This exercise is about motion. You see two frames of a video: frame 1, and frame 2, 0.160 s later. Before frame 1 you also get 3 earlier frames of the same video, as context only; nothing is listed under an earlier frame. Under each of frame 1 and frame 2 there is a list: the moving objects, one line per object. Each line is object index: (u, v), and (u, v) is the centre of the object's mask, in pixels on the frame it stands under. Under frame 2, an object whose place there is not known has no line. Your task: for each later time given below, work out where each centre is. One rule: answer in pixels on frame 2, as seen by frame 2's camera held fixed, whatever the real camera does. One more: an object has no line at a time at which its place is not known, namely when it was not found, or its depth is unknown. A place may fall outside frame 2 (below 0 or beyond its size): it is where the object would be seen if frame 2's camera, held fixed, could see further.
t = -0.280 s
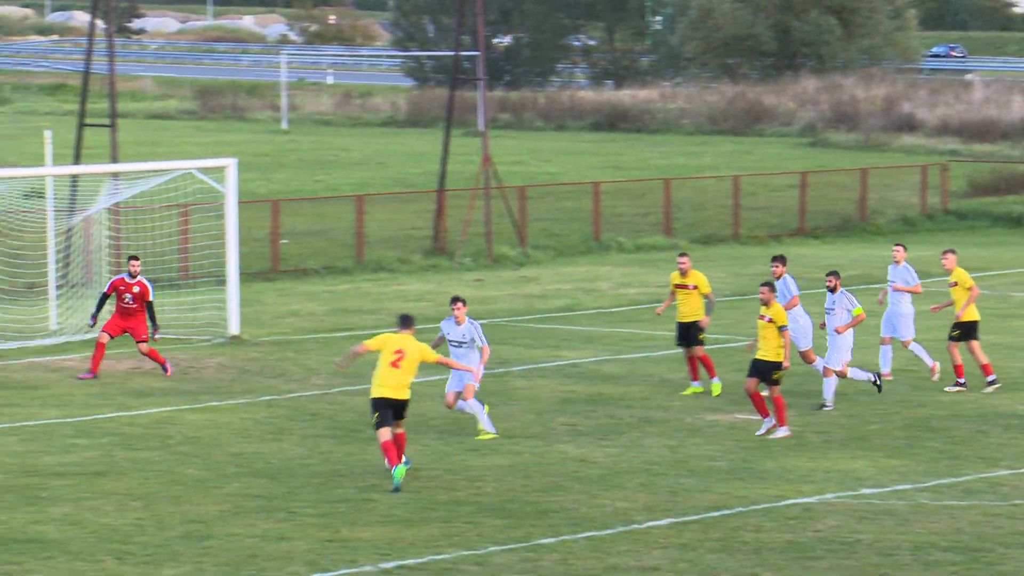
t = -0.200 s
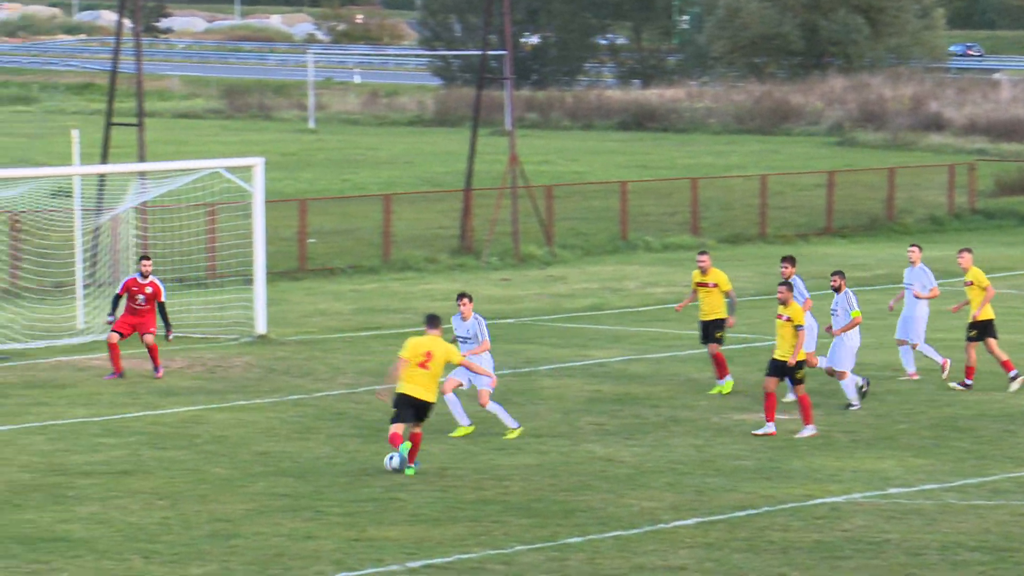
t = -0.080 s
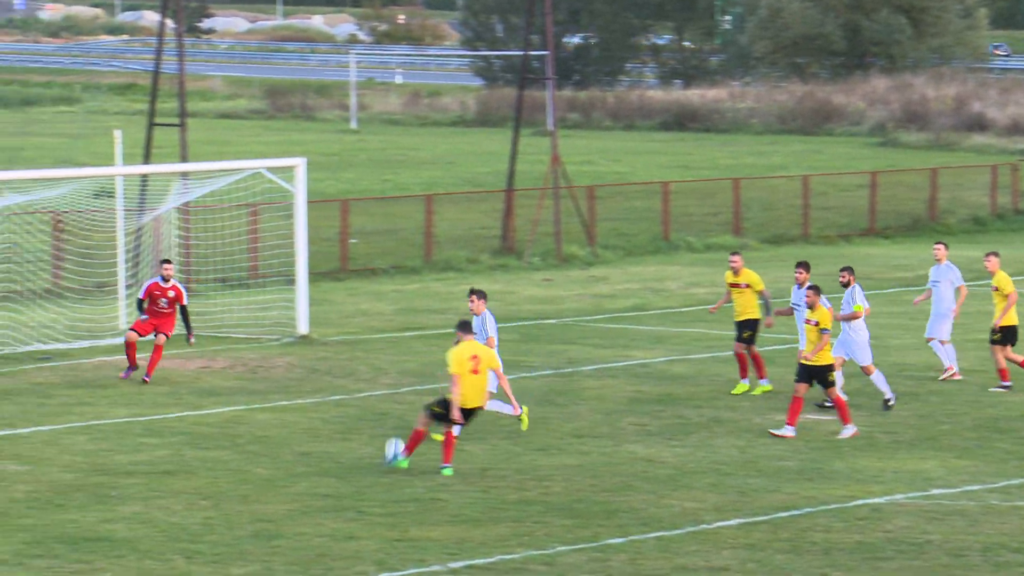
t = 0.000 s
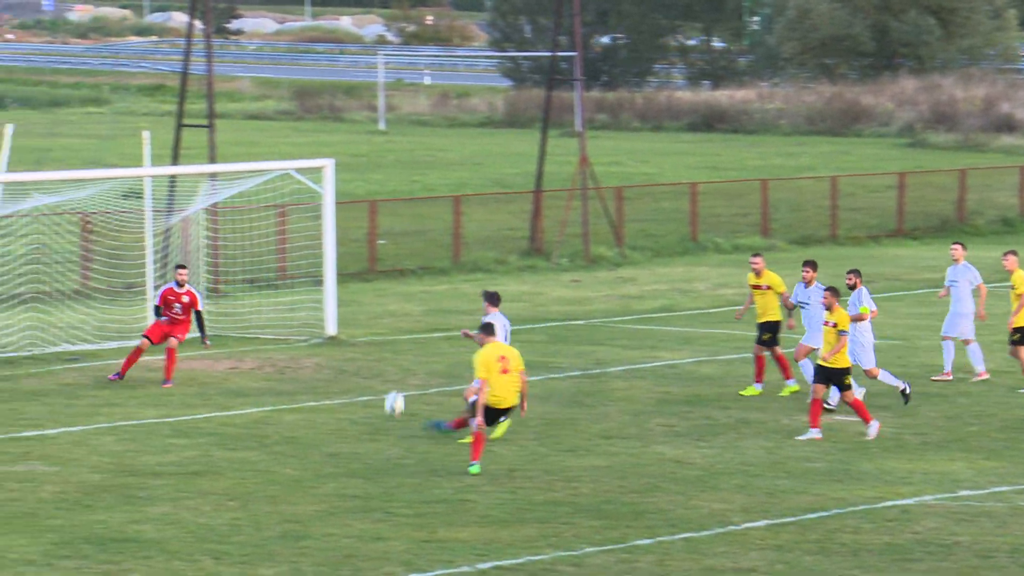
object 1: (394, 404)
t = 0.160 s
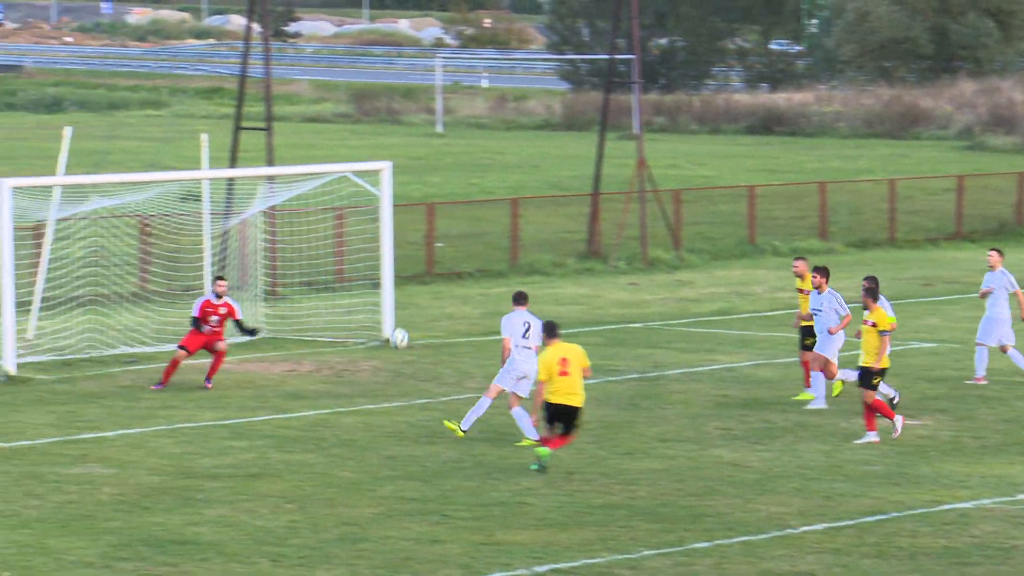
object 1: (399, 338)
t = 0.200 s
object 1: (388, 328)
